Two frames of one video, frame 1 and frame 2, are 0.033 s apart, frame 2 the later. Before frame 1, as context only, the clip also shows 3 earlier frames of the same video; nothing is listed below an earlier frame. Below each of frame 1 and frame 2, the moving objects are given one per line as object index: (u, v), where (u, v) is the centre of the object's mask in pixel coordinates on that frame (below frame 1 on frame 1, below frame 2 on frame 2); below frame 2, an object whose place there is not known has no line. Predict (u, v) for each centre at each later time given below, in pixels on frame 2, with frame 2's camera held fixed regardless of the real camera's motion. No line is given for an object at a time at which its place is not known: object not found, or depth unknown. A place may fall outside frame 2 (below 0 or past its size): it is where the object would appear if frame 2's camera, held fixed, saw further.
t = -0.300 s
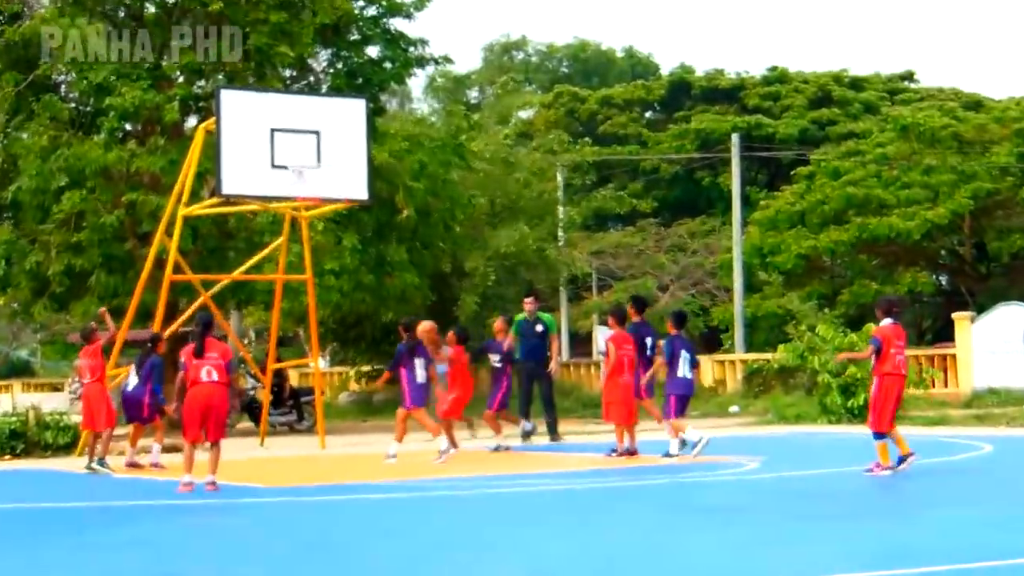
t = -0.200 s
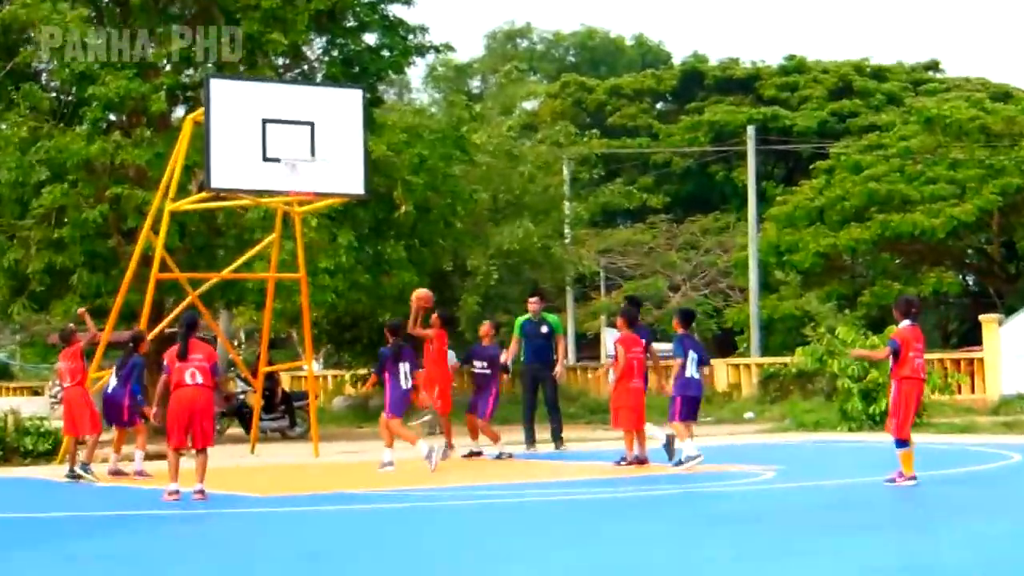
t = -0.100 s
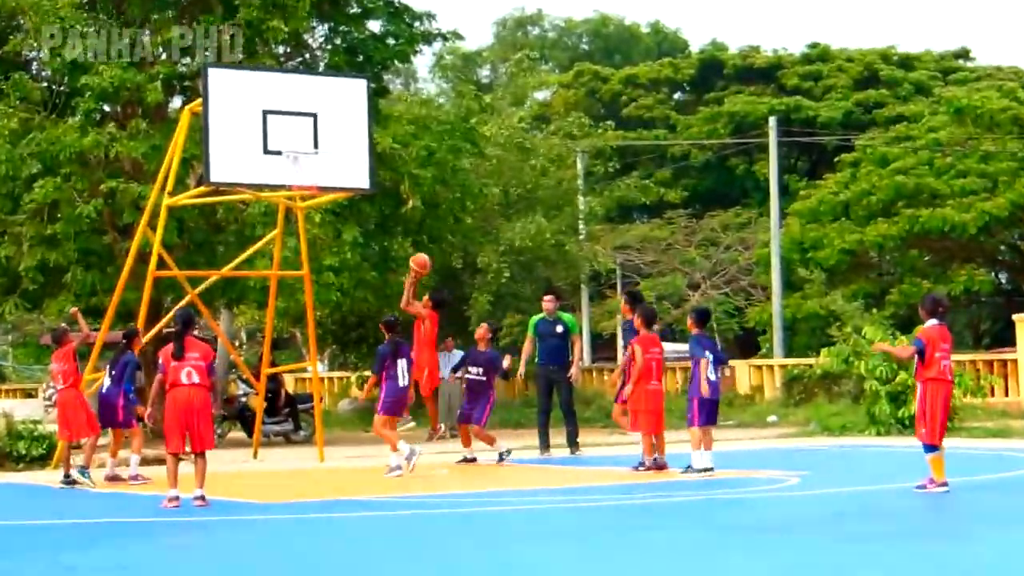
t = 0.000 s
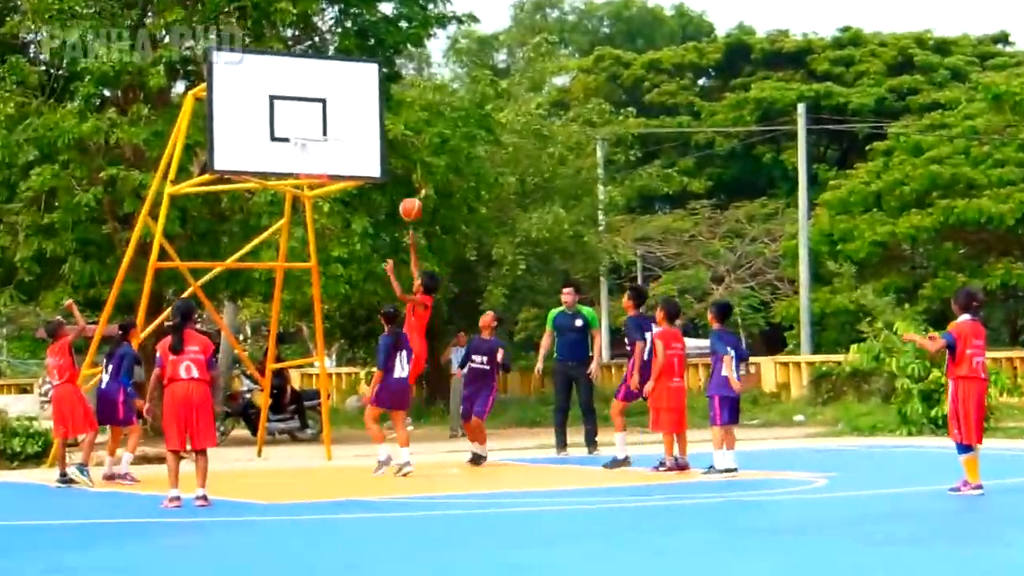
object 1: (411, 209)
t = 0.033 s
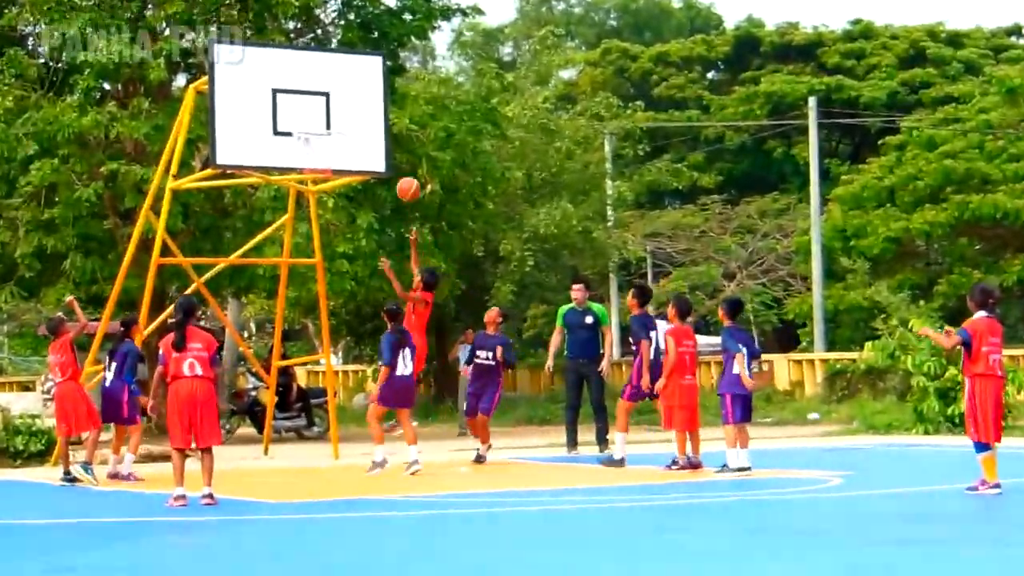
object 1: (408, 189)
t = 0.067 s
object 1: (399, 175)
